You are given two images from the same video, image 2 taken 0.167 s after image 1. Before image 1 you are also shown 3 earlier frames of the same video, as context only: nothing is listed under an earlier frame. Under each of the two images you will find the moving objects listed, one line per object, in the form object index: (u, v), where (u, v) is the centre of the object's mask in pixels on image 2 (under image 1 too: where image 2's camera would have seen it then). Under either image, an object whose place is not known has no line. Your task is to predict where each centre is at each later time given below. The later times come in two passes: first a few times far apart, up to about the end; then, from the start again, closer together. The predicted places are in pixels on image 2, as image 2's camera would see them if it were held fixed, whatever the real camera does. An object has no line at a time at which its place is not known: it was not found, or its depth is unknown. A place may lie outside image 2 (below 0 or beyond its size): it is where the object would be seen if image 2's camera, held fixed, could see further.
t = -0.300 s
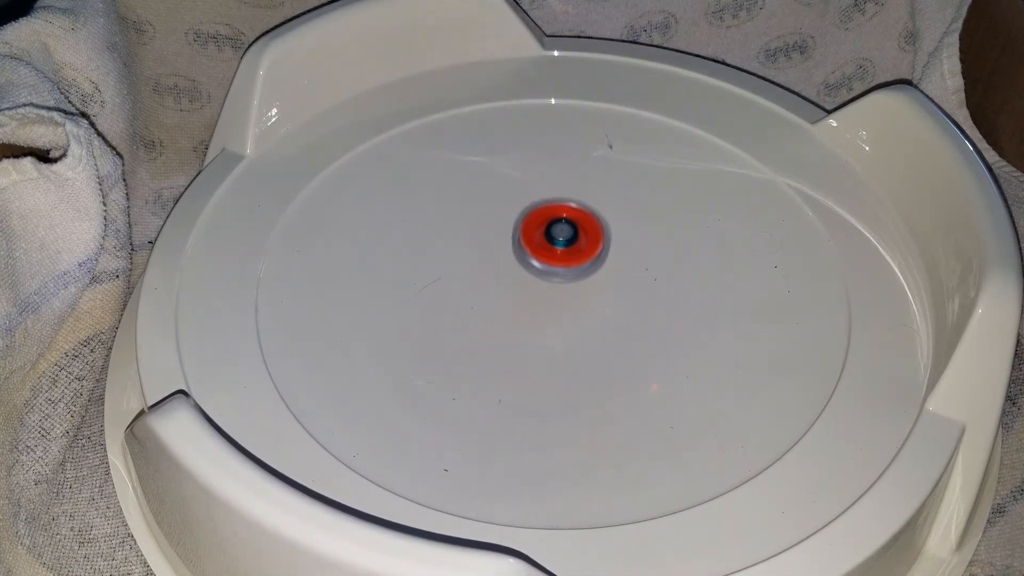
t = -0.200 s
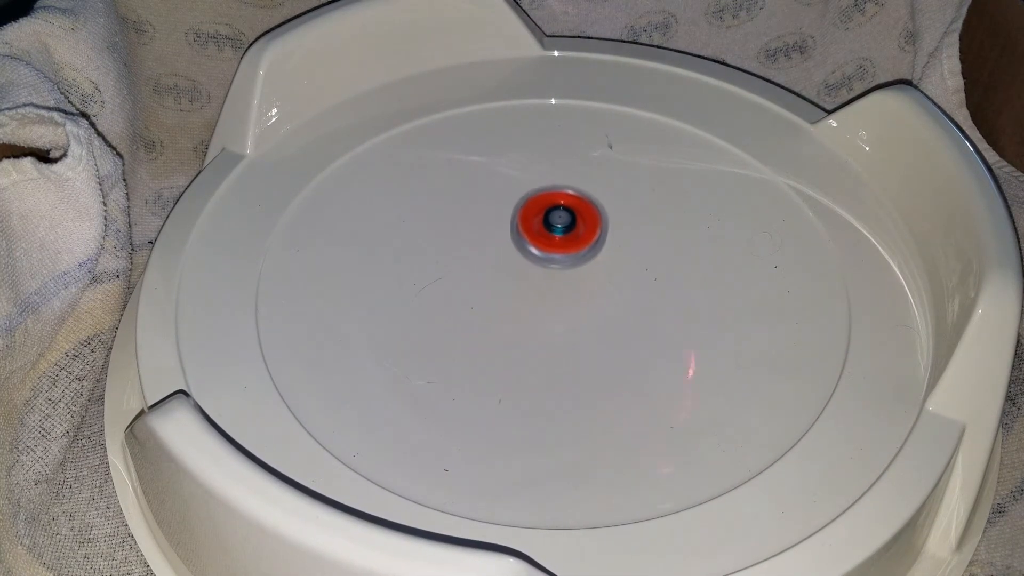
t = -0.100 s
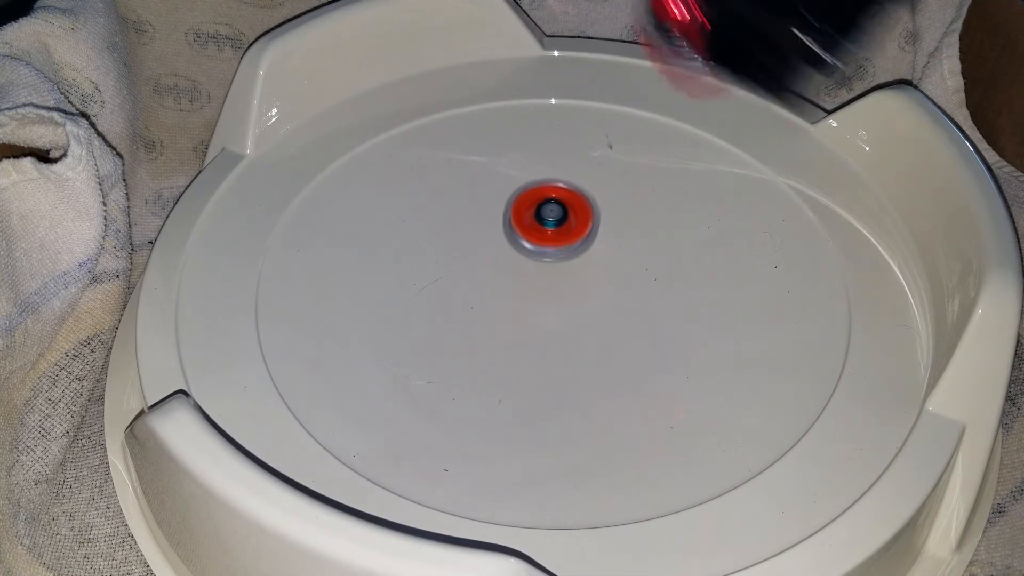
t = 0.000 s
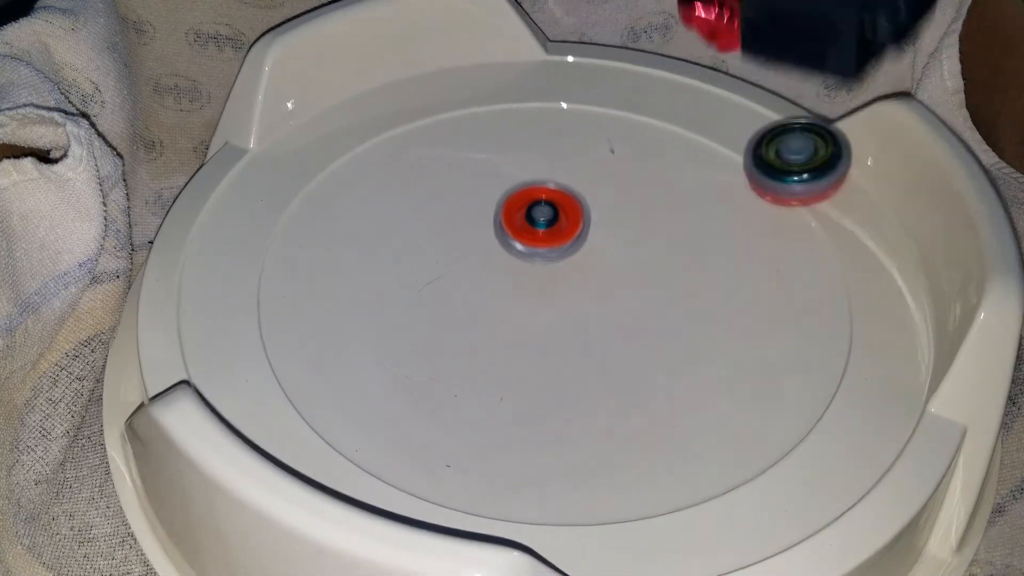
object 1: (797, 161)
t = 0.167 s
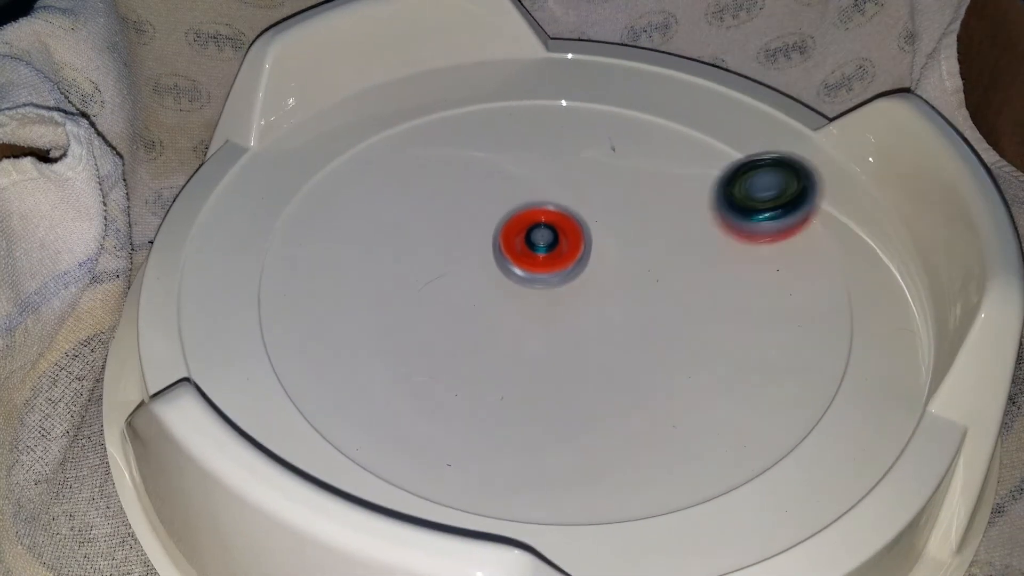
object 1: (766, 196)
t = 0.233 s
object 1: (702, 215)
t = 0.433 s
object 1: (700, 304)
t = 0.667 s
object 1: (714, 288)
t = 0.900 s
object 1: (609, 238)
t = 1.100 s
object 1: (441, 237)
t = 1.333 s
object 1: (299, 148)
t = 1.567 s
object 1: (304, 245)
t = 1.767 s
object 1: (559, 316)
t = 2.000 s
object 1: (665, 141)
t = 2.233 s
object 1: (489, 137)
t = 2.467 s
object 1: (548, 341)
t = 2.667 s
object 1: (788, 313)
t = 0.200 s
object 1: (738, 205)
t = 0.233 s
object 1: (702, 215)
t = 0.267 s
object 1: (669, 231)
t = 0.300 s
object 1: (656, 249)
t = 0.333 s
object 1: (661, 265)
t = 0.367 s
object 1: (672, 281)
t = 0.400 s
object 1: (685, 295)
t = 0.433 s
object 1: (700, 304)
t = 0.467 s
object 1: (715, 309)
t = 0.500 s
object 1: (729, 310)
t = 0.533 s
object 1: (740, 307)
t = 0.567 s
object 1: (745, 301)
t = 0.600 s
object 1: (743, 295)
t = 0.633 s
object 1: (732, 290)
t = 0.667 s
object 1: (714, 288)
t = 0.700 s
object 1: (691, 289)
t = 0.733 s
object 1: (664, 293)
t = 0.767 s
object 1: (634, 303)
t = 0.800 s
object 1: (607, 312)
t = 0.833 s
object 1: (603, 295)
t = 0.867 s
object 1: (609, 265)
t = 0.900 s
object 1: (609, 238)
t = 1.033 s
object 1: (512, 215)
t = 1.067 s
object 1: (474, 225)
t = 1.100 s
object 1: (441, 237)
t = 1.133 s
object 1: (407, 213)
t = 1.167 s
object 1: (377, 174)
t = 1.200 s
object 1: (352, 147)
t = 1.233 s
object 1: (335, 135)
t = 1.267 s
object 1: (328, 141)
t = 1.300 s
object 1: (315, 148)
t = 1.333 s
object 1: (299, 148)
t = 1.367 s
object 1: (283, 147)
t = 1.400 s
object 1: (274, 158)
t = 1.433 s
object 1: (267, 169)
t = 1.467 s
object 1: (267, 183)
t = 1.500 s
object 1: (277, 197)
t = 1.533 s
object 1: (289, 219)
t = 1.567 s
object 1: (304, 245)
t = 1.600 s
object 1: (330, 273)
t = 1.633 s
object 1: (366, 296)
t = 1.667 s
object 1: (409, 314)
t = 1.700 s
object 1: (459, 324)
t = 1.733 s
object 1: (510, 325)
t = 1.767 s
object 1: (559, 316)
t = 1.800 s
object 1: (599, 300)
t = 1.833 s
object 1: (631, 277)
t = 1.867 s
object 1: (655, 249)
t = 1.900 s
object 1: (668, 222)
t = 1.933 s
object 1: (675, 193)
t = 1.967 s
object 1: (674, 165)
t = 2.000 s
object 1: (665, 141)
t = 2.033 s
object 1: (650, 119)
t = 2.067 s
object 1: (630, 103)
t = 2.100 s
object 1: (603, 94)
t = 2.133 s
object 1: (572, 93)
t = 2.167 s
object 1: (542, 99)
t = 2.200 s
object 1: (513, 114)
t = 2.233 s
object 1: (489, 137)
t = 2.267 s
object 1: (472, 163)
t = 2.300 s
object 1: (461, 193)
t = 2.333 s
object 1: (458, 225)
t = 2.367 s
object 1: (466, 259)
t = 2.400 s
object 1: (483, 289)
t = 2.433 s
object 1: (511, 316)
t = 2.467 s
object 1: (548, 341)
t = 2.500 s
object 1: (590, 355)
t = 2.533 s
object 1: (637, 360)
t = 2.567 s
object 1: (684, 358)
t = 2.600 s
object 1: (726, 348)
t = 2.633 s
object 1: (762, 333)
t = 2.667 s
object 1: (788, 313)
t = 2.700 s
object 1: (802, 291)
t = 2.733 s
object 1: (804, 269)
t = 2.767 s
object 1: (794, 249)
